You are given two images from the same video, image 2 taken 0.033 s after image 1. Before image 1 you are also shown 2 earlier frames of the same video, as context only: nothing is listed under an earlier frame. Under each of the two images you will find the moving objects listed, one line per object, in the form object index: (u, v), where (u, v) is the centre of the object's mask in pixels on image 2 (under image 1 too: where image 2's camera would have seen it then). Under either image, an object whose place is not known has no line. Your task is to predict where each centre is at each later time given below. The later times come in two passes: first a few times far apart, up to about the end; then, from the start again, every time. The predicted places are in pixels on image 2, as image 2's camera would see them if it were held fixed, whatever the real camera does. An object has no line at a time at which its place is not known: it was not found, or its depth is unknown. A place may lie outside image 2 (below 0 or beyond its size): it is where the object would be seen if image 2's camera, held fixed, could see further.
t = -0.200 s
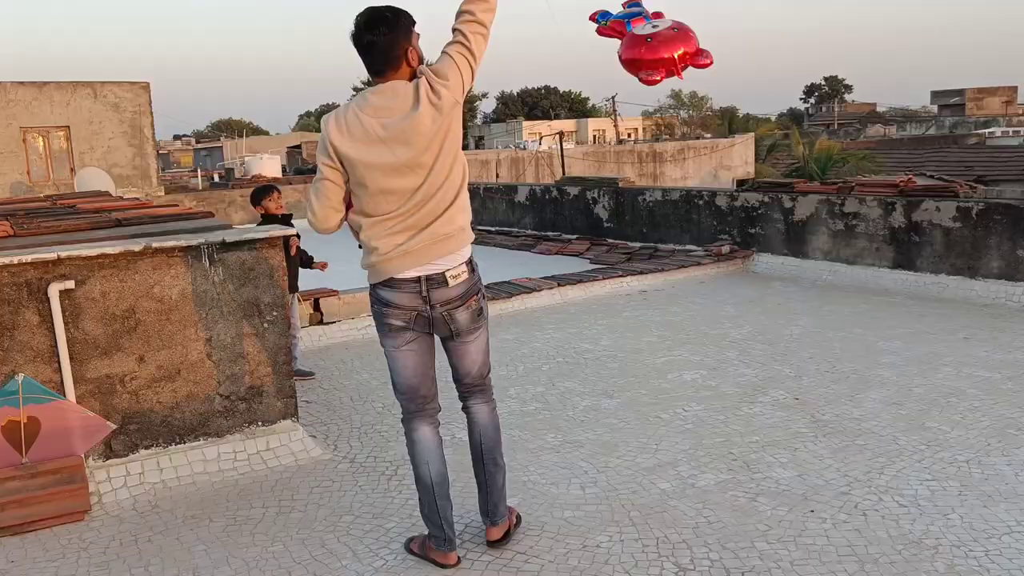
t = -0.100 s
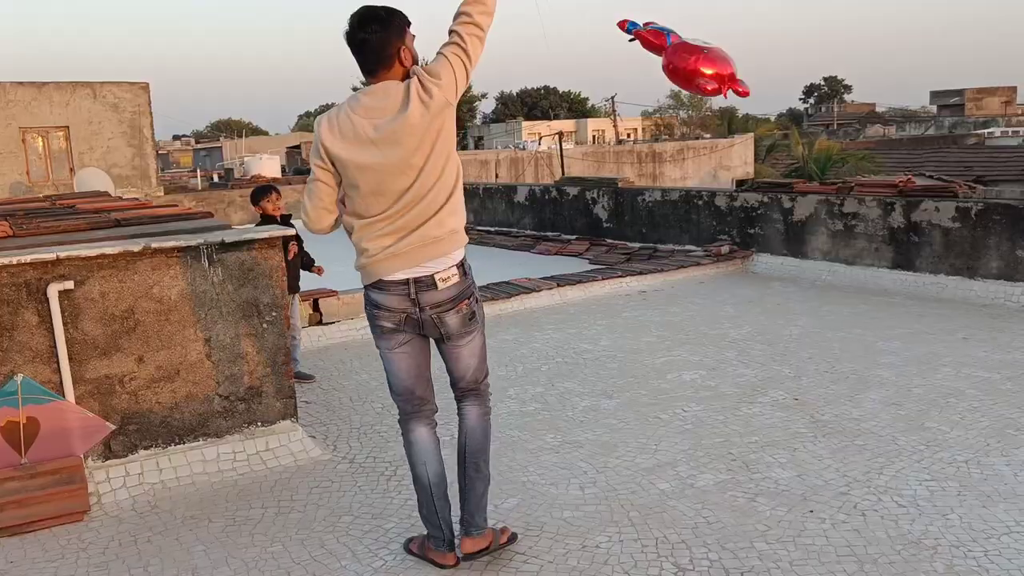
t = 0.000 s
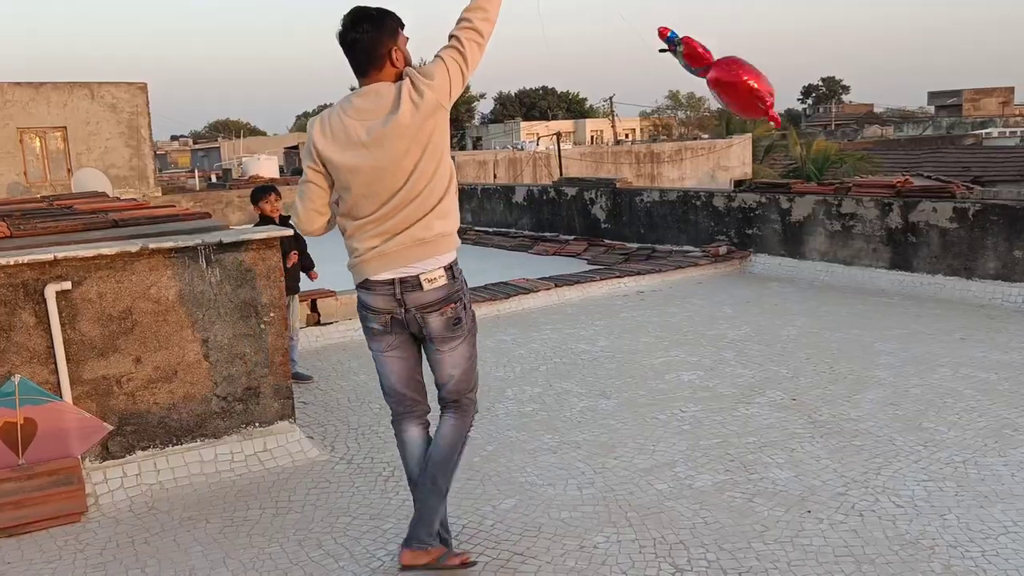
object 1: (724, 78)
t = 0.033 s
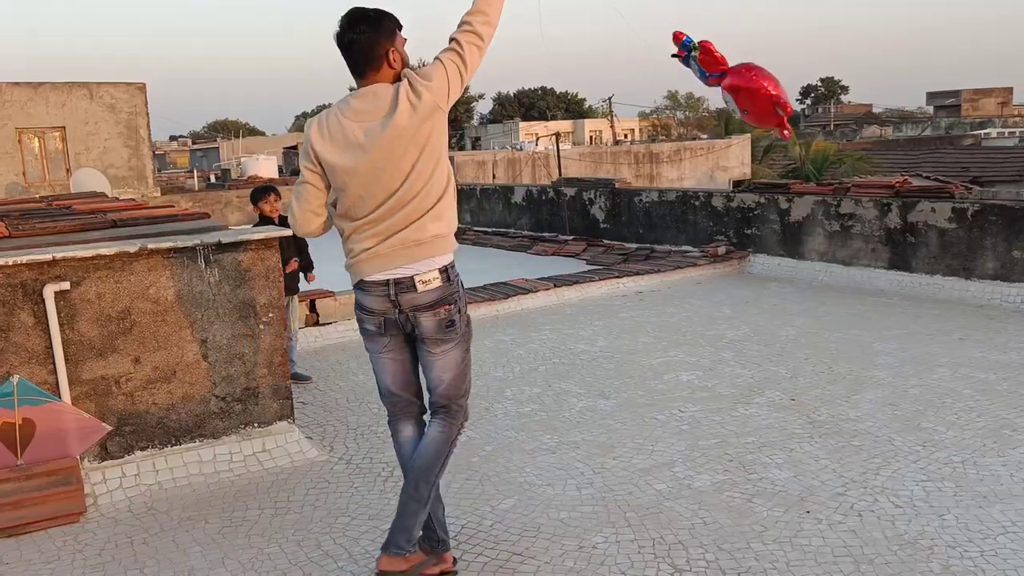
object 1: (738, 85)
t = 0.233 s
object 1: (830, 140)
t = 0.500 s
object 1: (923, 209)
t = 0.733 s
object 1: (981, 248)
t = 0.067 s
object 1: (753, 92)
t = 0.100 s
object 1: (768, 100)
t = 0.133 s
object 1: (783, 110)
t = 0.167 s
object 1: (799, 119)
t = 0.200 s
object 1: (814, 129)
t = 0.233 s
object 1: (830, 140)
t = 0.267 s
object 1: (846, 152)
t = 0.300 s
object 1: (860, 162)
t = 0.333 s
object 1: (874, 173)
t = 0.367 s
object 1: (885, 181)
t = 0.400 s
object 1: (896, 190)
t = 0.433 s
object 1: (905, 197)
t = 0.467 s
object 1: (914, 203)
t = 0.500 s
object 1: (923, 209)
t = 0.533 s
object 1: (934, 216)
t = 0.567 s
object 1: (943, 222)
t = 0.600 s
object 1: (953, 228)
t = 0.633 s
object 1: (961, 234)
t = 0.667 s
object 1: (970, 240)
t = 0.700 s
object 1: (977, 244)
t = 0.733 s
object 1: (981, 248)
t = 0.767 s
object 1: (986, 251)
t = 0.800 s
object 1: (988, 254)
